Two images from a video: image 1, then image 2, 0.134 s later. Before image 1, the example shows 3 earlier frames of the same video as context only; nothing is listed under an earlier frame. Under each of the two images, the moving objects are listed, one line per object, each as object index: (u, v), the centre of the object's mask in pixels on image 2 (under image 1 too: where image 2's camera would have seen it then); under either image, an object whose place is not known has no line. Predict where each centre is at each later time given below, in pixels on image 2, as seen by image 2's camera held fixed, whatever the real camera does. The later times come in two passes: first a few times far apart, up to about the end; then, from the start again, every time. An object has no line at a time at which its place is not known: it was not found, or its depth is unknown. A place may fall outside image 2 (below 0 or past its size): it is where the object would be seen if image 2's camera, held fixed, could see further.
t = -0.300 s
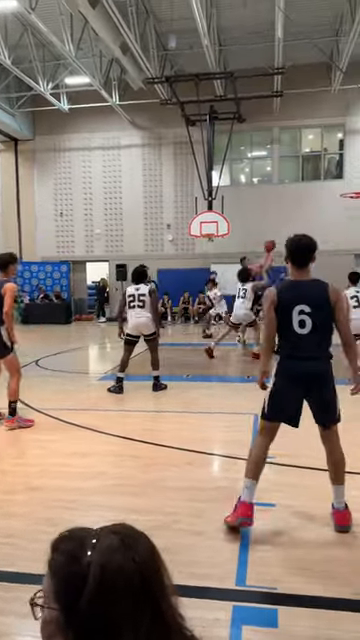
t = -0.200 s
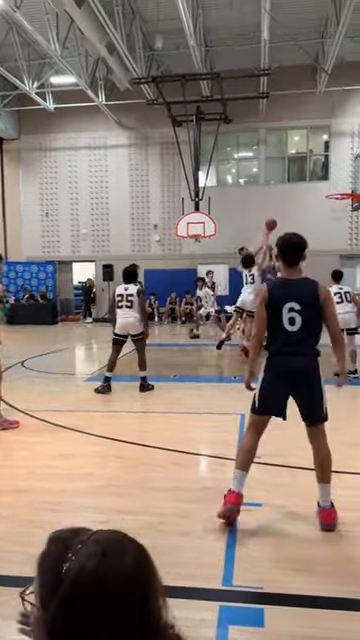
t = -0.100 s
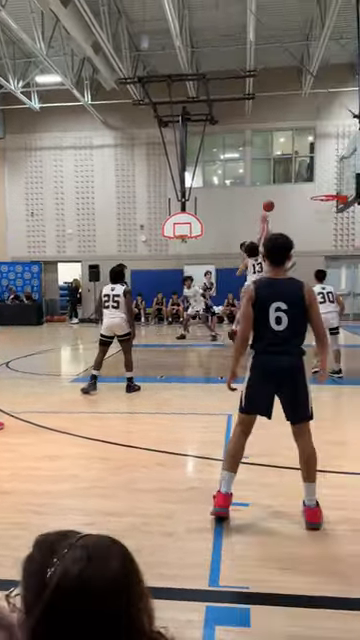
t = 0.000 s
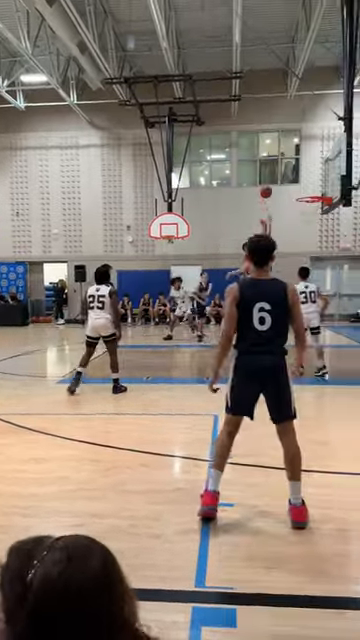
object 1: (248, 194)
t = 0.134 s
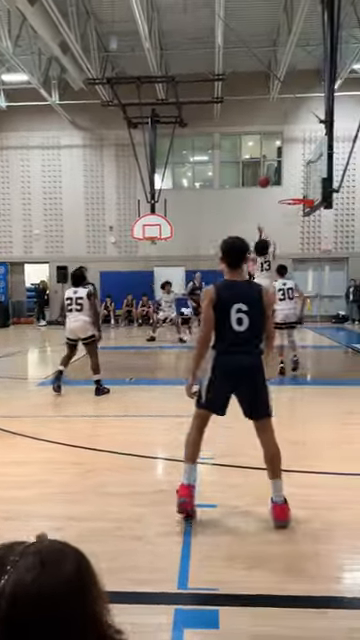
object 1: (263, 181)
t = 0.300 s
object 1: (282, 178)
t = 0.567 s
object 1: (300, 193)
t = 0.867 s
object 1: (282, 193)
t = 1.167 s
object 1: (286, 201)
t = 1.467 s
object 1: (294, 239)
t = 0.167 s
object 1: (267, 180)
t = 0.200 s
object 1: (268, 180)
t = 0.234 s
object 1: (274, 179)
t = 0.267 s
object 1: (278, 179)
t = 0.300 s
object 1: (282, 178)
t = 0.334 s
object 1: (287, 179)
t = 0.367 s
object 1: (291, 181)
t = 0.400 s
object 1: (295, 183)
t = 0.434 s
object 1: (298, 186)
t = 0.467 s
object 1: (301, 190)
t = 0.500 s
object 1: (304, 194)
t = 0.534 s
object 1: (303, 193)
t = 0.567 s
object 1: (300, 193)
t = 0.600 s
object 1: (296, 191)
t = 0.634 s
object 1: (293, 191)
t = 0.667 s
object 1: (291, 192)
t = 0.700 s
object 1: (288, 193)
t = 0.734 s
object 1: (285, 194)
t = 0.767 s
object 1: (282, 197)
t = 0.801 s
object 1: (282, 194)
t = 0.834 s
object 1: (282, 194)
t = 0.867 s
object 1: (282, 193)
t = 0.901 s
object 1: (282, 193)
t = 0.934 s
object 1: (282, 193)
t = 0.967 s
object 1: (283, 194)
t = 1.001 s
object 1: (283, 195)
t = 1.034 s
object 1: (283, 196)
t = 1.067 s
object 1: (283, 197)
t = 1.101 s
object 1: (284, 198)
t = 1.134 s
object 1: (284, 199)
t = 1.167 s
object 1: (286, 201)
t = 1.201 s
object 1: (286, 203)
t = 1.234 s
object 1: (287, 205)
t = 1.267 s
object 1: (288, 209)
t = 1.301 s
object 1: (290, 213)
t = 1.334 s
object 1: (290, 218)
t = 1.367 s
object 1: (291, 222)
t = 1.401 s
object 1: (292, 227)
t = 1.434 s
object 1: (293, 234)
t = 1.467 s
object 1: (294, 239)
